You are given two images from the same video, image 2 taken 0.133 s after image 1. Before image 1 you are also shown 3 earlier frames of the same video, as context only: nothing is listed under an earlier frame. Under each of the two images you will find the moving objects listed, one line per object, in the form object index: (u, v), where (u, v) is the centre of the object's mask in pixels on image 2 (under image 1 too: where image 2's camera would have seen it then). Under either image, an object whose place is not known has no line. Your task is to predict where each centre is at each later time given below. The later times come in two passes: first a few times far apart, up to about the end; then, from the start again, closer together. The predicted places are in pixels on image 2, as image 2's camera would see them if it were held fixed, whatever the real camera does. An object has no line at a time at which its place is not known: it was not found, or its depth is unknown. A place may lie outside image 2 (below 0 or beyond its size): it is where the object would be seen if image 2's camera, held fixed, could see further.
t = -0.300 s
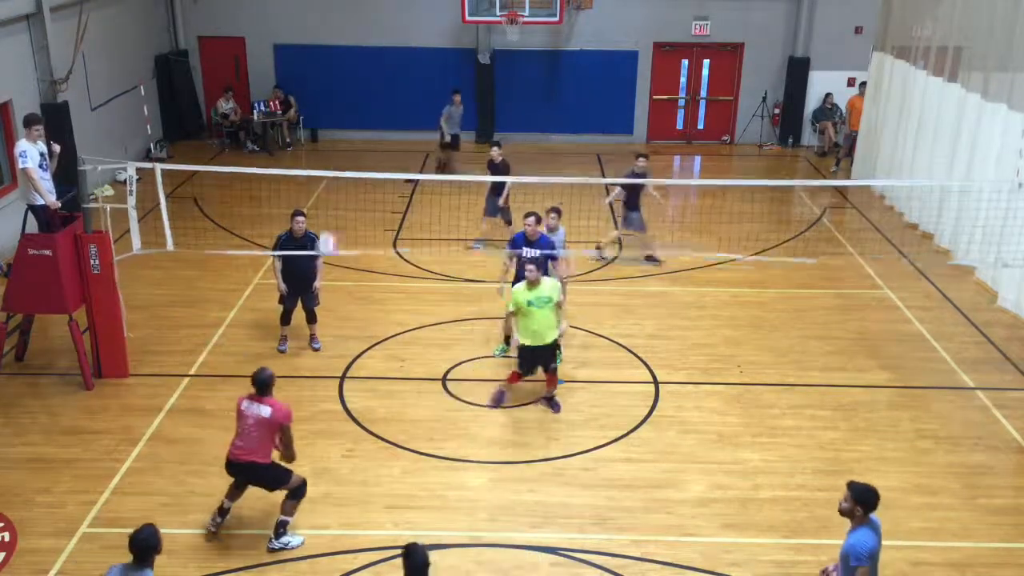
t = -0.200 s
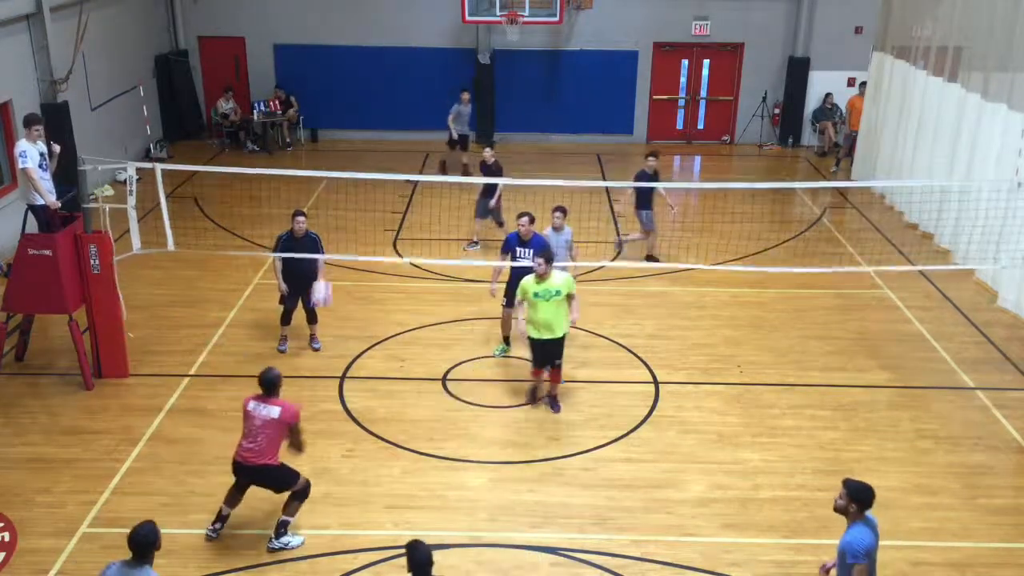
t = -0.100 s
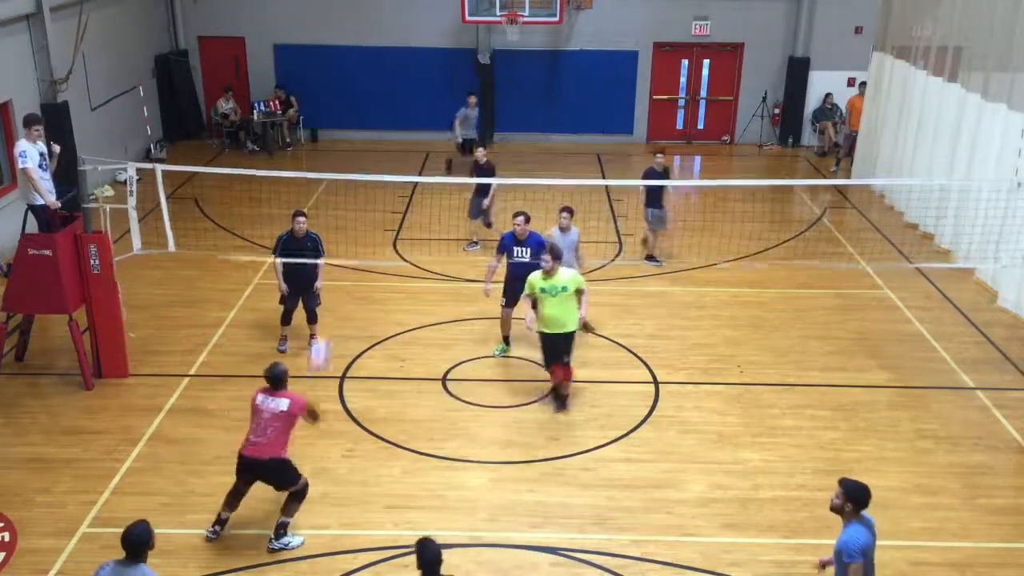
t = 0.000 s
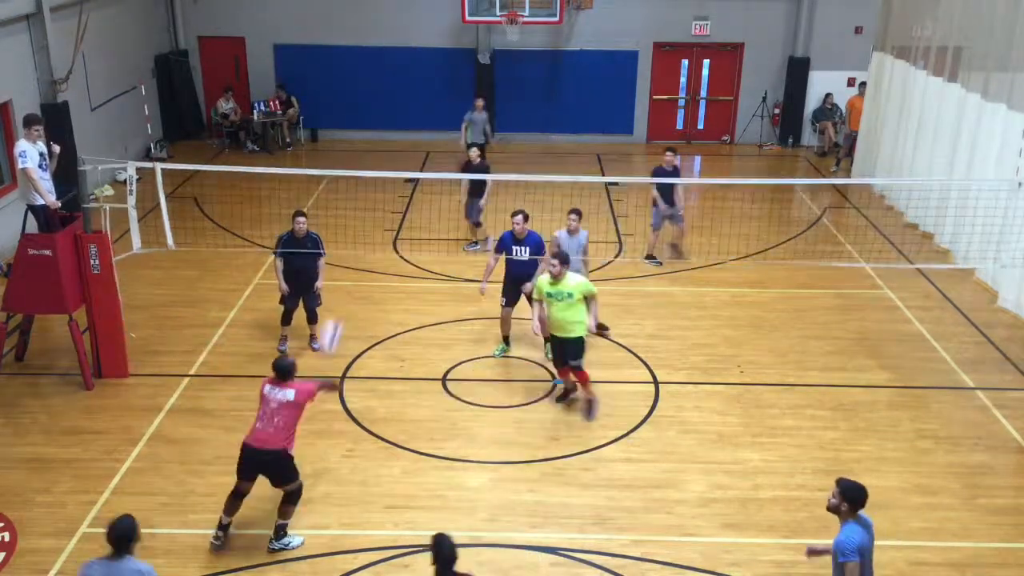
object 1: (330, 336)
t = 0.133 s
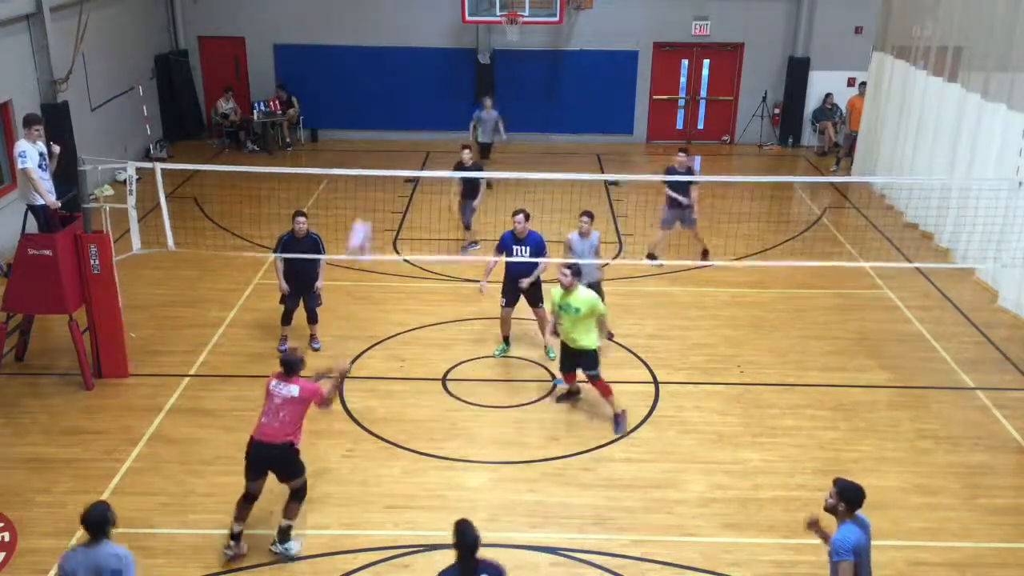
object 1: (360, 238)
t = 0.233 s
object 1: (380, 173)
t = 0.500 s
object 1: (438, 62)
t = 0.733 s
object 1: (489, 31)
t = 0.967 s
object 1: (533, 65)
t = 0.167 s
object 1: (367, 215)
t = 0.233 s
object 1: (380, 173)
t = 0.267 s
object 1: (386, 155)
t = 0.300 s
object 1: (395, 137)
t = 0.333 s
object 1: (401, 122)
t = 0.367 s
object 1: (409, 109)
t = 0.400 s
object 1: (416, 95)
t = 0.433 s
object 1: (424, 83)
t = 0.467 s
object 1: (432, 73)
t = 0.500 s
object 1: (438, 62)
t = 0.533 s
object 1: (445, 54)
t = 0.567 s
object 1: (453, 48)
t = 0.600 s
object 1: (460, 43)
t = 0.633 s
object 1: (467, 38)
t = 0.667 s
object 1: (473, 36)
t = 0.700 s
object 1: (481, 32)
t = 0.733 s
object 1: (489, 31)
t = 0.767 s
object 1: (494, 32)
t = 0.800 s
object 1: (501, 34)
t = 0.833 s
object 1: (507, 37)
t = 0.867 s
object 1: (514, 43)
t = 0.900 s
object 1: (520, 50)
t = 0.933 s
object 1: (526, 56)
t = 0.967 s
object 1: (533, 65)
